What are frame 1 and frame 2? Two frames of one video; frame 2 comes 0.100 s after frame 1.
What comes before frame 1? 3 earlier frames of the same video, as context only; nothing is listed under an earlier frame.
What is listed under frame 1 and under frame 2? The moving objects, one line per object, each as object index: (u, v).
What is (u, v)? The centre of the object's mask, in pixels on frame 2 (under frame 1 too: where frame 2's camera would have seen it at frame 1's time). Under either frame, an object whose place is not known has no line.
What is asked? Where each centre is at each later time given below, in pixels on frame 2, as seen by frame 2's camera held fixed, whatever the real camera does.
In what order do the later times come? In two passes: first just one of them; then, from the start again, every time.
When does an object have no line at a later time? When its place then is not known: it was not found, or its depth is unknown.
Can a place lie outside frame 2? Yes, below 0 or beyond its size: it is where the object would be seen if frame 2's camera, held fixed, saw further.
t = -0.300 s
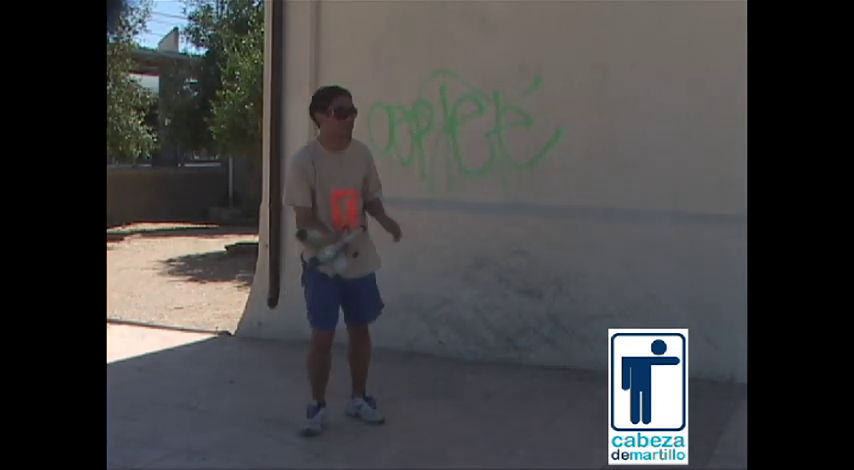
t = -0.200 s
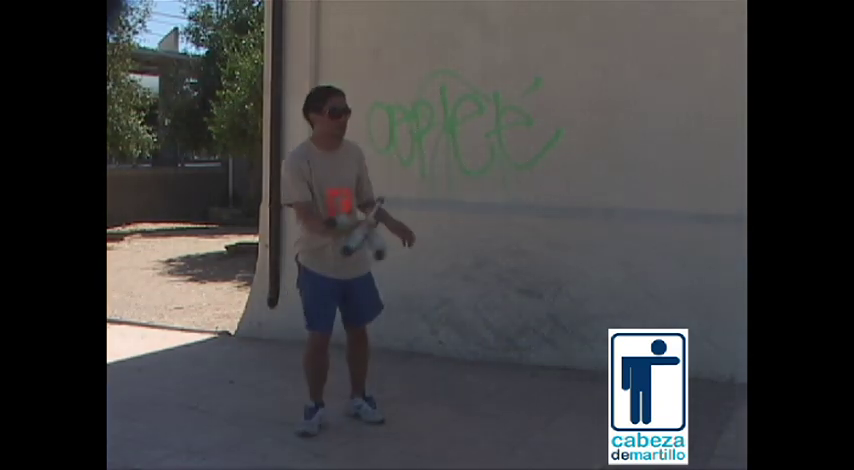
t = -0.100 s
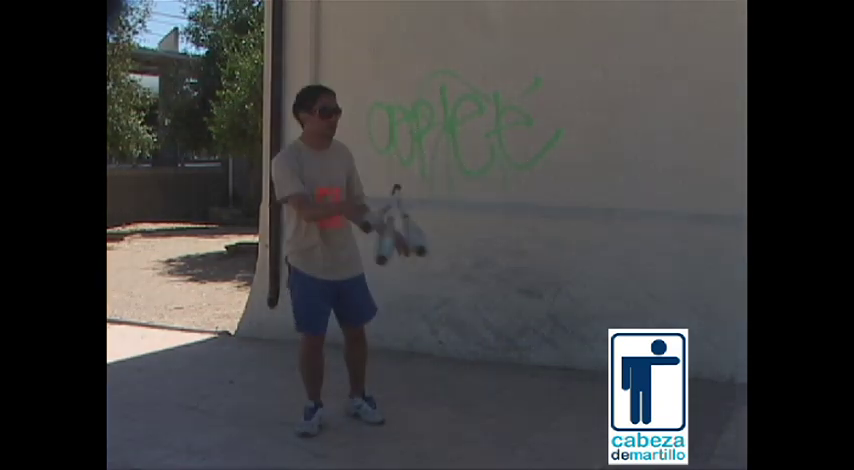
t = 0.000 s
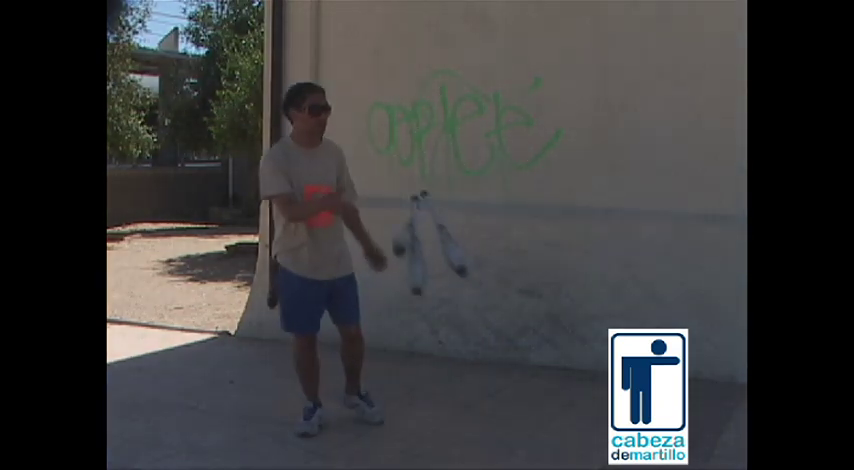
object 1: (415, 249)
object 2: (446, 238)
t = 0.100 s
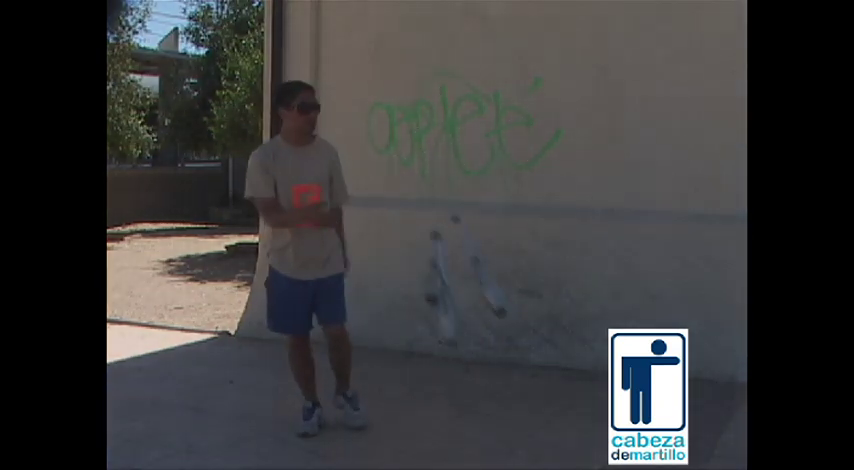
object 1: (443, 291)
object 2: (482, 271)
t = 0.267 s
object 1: (484, 407)
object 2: (541, 382)
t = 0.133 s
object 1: (452, 308)
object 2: (494, 289)
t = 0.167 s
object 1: (461, 330)
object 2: (506, 308)
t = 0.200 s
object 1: (470, 351)
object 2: (517, 327)
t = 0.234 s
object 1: (477, 378)
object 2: (528, 351)
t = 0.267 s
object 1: (484, 407)
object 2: (541, 382)
